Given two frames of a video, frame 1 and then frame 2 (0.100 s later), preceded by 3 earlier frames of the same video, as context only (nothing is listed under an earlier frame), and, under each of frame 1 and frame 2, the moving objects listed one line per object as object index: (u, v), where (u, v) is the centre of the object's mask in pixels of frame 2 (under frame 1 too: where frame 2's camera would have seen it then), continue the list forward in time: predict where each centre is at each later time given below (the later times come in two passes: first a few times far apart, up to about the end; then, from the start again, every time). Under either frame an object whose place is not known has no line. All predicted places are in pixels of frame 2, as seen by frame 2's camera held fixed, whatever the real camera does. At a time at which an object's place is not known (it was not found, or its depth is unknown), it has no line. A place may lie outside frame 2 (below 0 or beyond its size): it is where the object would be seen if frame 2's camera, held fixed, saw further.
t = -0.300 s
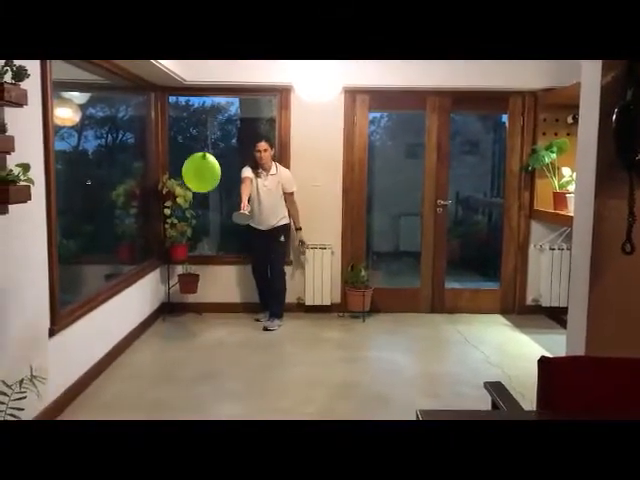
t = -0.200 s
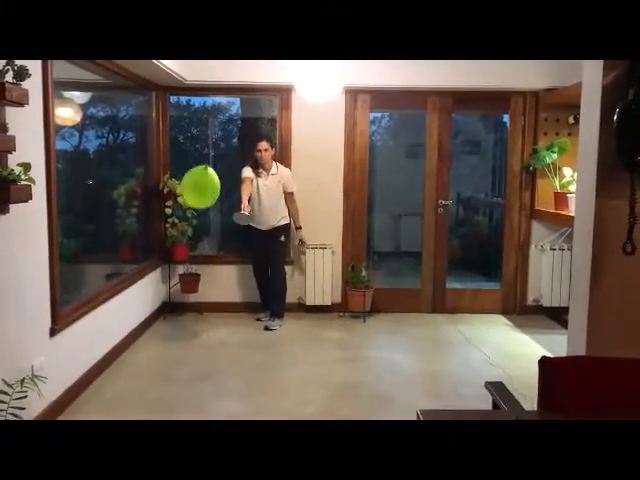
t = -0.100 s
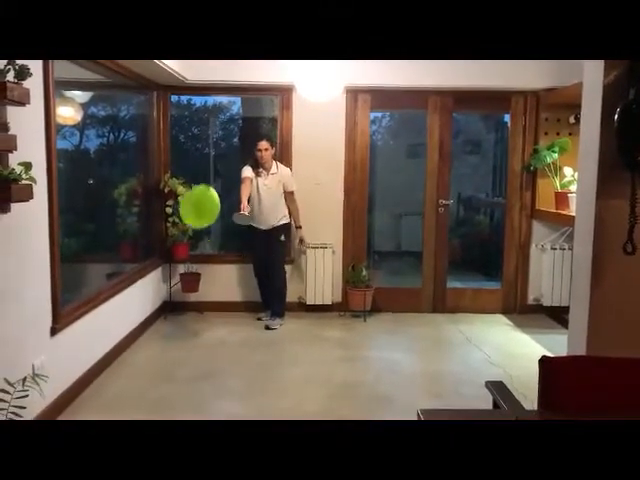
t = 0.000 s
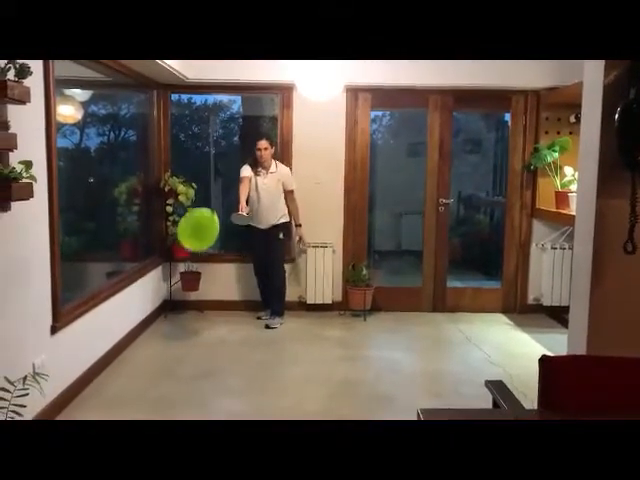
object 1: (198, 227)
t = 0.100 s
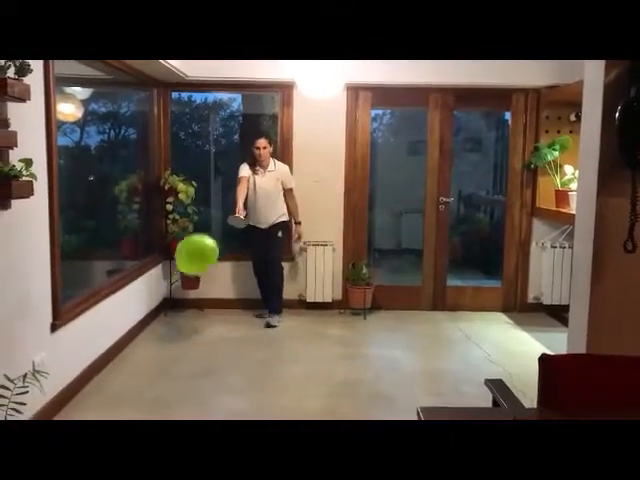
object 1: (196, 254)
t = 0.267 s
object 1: (194, 301)
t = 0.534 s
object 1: (187, 378)
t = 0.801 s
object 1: (176, 356)
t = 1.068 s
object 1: (170, 334)
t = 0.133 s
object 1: (195, 262)
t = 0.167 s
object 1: (195, 272)
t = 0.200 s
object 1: (194, 282)
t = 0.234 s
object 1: (194, 292)
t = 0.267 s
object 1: (194, 301)
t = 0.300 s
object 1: (194, 311)
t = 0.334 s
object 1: (194, 320)
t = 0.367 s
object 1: (193, 331)
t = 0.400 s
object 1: (192, 340)
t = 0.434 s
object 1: (191, 350)
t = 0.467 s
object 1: (190, 359)
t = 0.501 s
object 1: (189, 368)
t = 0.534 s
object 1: (187, 378)
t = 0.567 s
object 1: (185, 387)
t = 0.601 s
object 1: (182, 395)
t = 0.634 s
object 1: (181, 392)
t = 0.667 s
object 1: (181, 381)
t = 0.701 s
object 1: (179, 374)
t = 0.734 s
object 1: (178, 368)
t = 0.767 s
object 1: (177, 361)
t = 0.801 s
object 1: (176, 356)
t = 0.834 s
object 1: (176, 351)
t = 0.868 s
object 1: (174, 347)
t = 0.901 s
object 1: (174, 343)
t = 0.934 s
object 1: (173, 341)
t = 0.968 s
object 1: (172, 338)
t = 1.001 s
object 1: (170, 336)
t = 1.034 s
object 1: (170, 335)
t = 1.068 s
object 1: (170, 334)
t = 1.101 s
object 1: (169, 335)
